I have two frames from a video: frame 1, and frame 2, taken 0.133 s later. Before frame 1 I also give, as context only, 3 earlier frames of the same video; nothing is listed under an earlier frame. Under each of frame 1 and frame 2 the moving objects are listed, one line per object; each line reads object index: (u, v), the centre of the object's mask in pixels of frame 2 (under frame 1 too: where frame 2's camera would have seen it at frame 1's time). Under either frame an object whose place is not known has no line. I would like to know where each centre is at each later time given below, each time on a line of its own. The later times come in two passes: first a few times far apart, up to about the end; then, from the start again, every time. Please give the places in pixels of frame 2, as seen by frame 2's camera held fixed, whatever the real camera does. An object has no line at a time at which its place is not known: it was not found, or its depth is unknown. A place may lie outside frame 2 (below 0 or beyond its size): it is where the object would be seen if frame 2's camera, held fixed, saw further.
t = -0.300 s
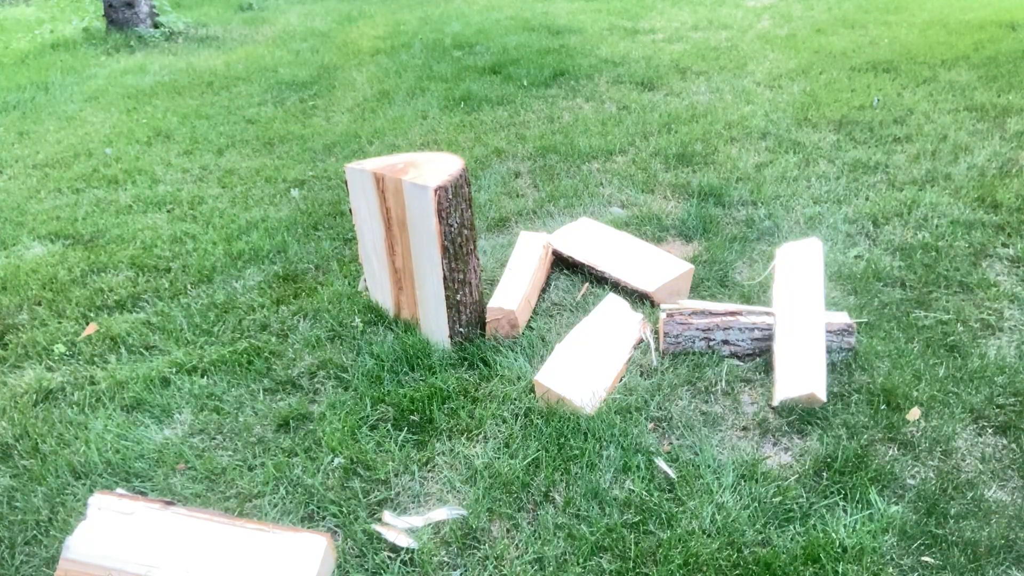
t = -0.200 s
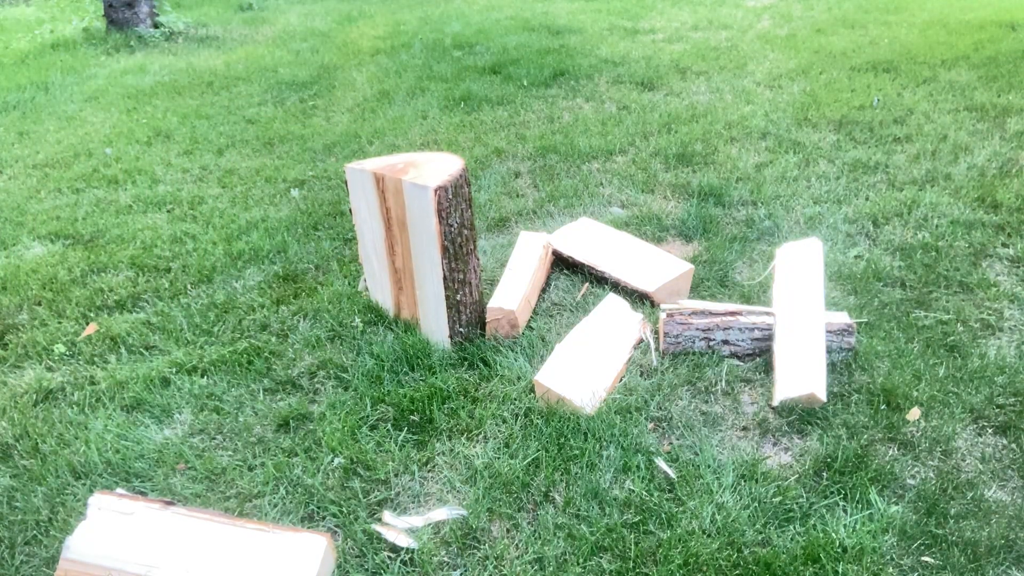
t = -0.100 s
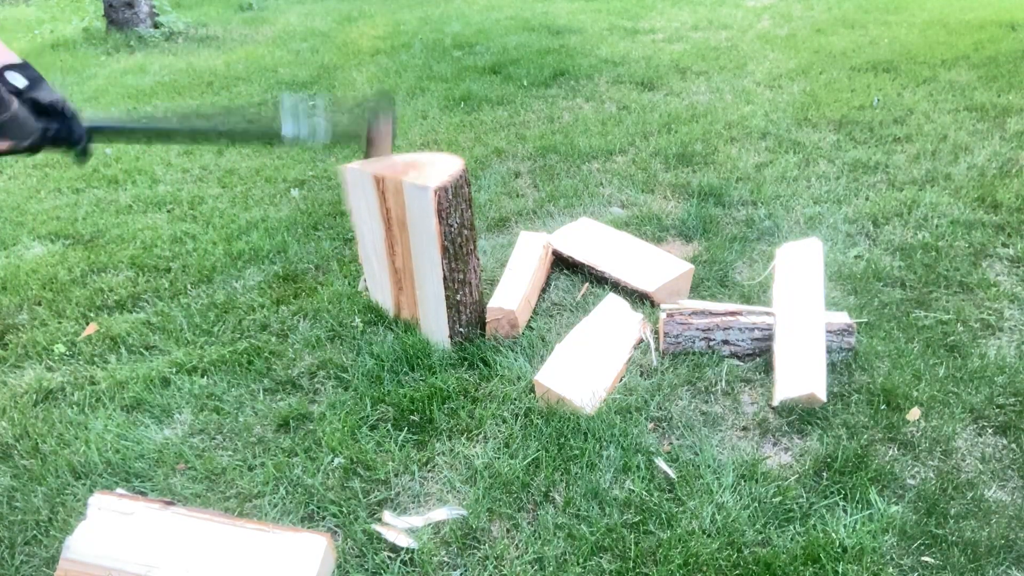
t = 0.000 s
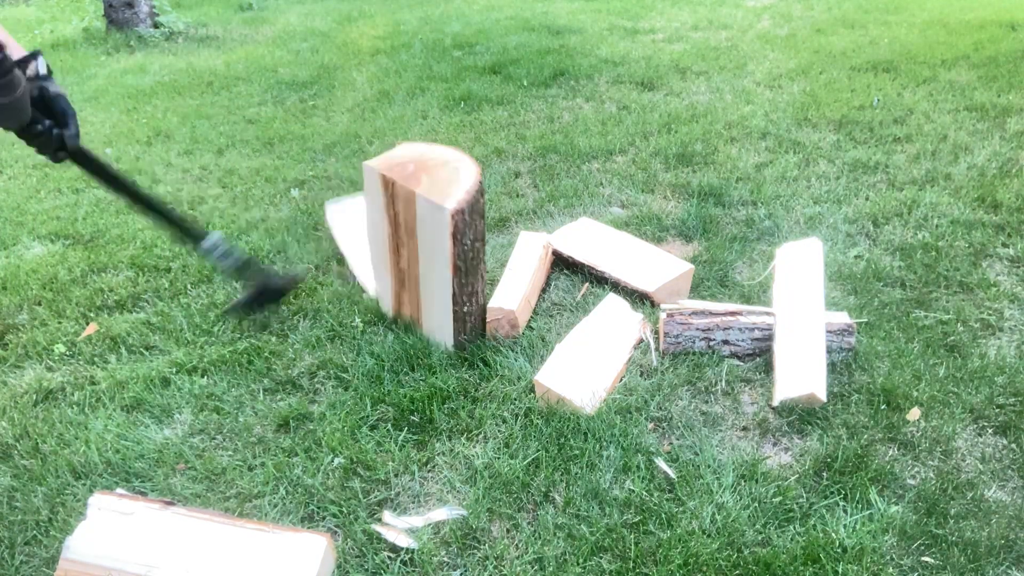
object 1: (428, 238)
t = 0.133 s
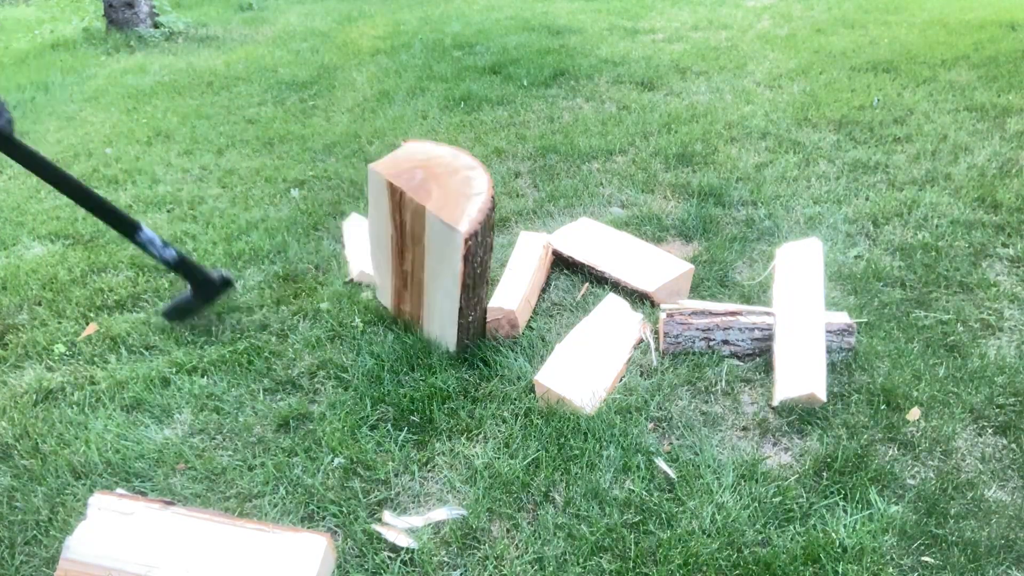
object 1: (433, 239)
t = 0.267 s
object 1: (431, 240)
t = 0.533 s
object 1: (405, 244)
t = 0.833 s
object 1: (398, 242)
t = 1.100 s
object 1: (426, 226)
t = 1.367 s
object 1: (446, 243)
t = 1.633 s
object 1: (459, 244)
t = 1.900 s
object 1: (452, 245)
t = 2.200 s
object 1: (453, 244)
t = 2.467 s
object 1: (453, 244)
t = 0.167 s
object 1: (433, 239)
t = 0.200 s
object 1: (433, 239)
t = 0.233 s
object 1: (432, 239)
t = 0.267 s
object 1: (431, 240)
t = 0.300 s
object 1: (430, 240)
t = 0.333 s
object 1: (428, 240)
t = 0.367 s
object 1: (425, 240)
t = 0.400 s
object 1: (422, 241)
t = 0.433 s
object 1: (419, 241)
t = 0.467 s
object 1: (415, 242)
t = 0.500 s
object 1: (410, 243)
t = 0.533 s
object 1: (405, 244)
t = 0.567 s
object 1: (400, 245)
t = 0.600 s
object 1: (397, 247)
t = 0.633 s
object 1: (394, 245)
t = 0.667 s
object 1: (393, 245)
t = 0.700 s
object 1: (392, 244)
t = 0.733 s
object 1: (392, 243)
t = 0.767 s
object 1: (393, 243)
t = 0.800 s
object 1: (395, 242)
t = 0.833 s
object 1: (398, 242)
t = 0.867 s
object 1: (401, 240)
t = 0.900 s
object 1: (404, 239)
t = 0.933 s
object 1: (407, 237)
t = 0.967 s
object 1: (411, 235)
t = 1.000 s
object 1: (414, 232)
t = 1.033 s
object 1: (419, 229)
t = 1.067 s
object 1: (423, 227)
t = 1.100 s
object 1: (426, 226)
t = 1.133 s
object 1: (429, 227)
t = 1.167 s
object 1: (431, 228)
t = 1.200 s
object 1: (434, 230)
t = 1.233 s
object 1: (437, 233)
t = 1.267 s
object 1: (440, 238)
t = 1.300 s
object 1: (442, 244)
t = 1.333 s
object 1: (444, 247)
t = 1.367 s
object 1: (446, 243)
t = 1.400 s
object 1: (448, 242)
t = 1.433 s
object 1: (450, 244)
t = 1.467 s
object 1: (452, 245)
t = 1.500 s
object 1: (454, 244)
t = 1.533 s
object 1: (457, 244)
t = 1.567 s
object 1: (458, 244)
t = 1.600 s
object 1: (458, 244)
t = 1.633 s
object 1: (459, 244)
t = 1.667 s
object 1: (458, 244)
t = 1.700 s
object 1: (457, 244)
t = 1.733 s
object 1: (456, 244)
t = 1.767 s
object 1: (455, 244)
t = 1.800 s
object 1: (454, 244)
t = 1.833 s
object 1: (453, 244)
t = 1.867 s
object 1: (452, 245)
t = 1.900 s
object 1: (452, 245)
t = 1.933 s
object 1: (451, 245)
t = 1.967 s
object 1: (451, 245)
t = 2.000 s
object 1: (452, 245)
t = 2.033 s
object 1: (452, 245)
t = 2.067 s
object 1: (452, 244)
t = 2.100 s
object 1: (453, 244)
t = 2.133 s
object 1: (453, 244)
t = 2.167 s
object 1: (453, 244)
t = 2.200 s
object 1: (453, 244)
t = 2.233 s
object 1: (453, 244)
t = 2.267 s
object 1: (453, 244)
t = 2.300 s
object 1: (453, 244)
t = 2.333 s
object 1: (453, 244)
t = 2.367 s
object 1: (453, 244)
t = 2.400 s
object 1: (453, 244)
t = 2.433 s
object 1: (453, 244)
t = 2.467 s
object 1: (453, 244)
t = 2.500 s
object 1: (453, 244)
